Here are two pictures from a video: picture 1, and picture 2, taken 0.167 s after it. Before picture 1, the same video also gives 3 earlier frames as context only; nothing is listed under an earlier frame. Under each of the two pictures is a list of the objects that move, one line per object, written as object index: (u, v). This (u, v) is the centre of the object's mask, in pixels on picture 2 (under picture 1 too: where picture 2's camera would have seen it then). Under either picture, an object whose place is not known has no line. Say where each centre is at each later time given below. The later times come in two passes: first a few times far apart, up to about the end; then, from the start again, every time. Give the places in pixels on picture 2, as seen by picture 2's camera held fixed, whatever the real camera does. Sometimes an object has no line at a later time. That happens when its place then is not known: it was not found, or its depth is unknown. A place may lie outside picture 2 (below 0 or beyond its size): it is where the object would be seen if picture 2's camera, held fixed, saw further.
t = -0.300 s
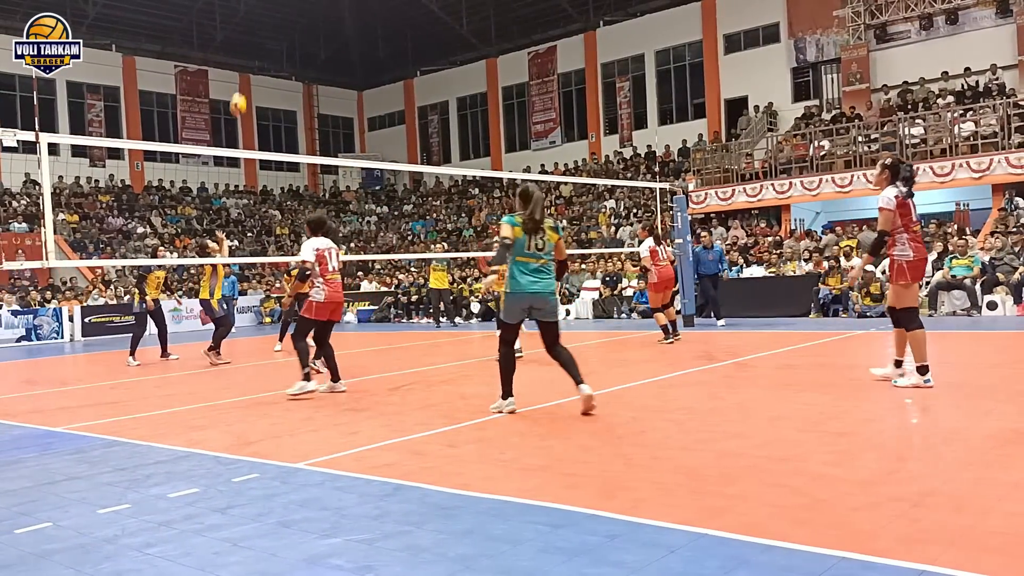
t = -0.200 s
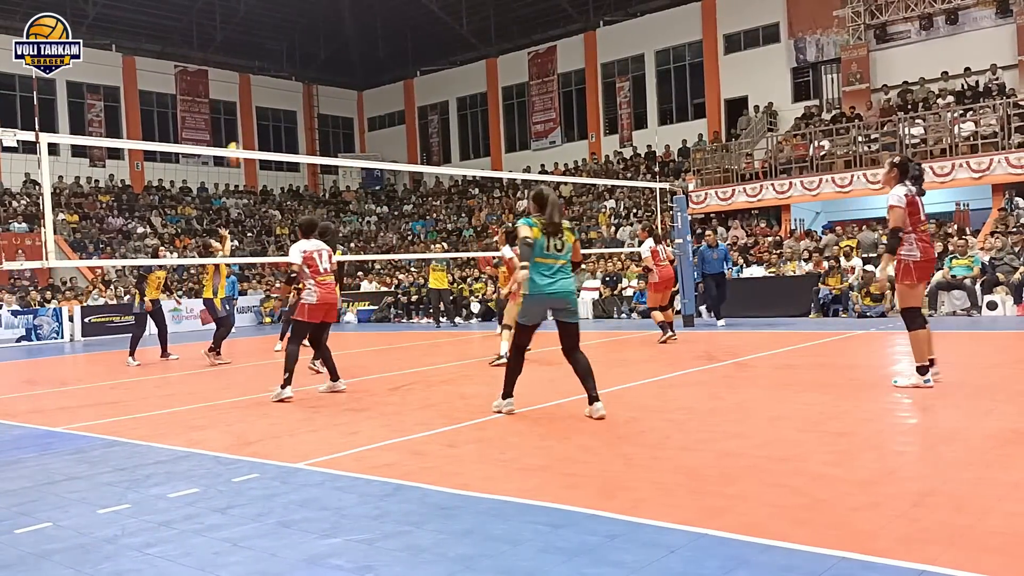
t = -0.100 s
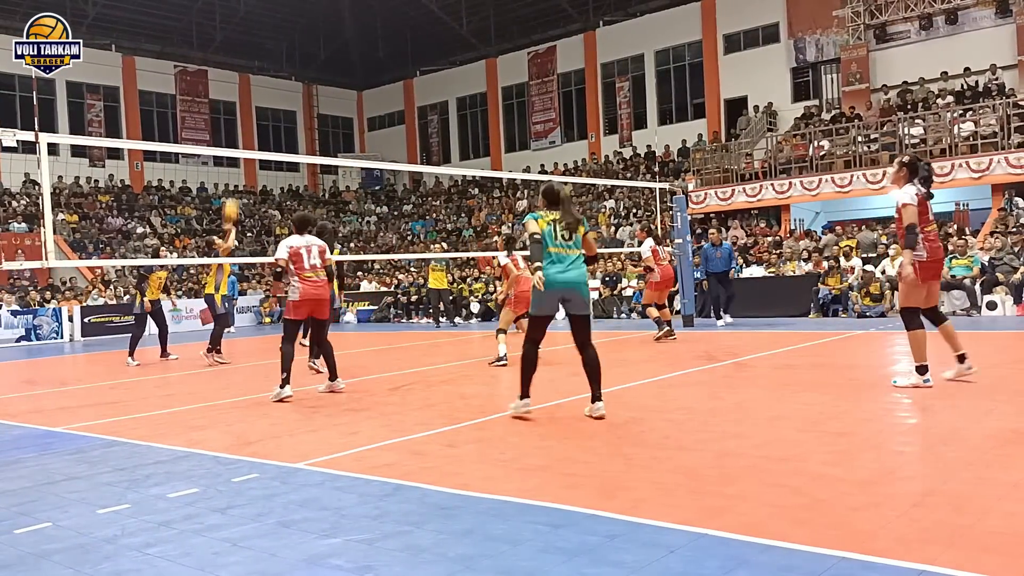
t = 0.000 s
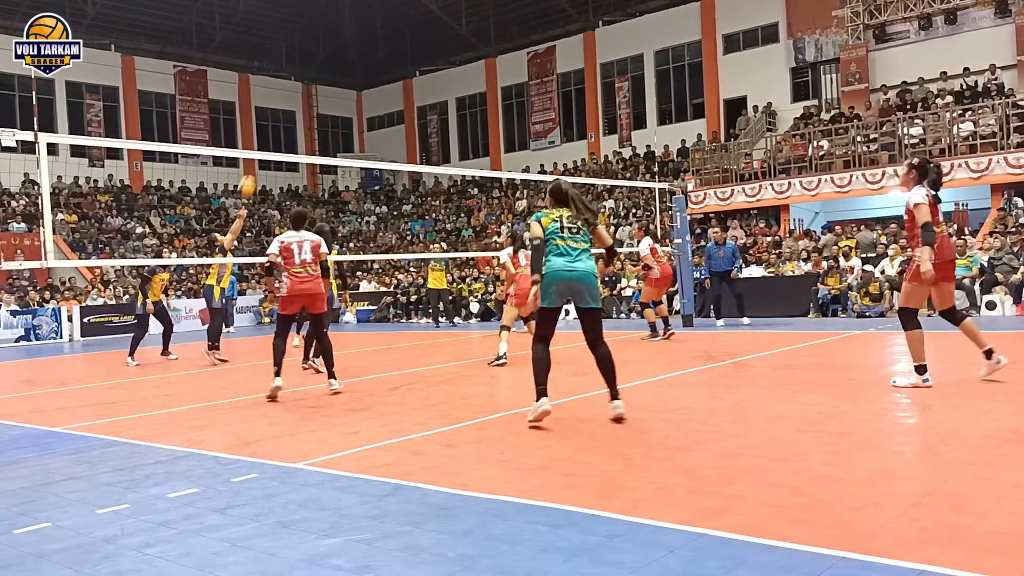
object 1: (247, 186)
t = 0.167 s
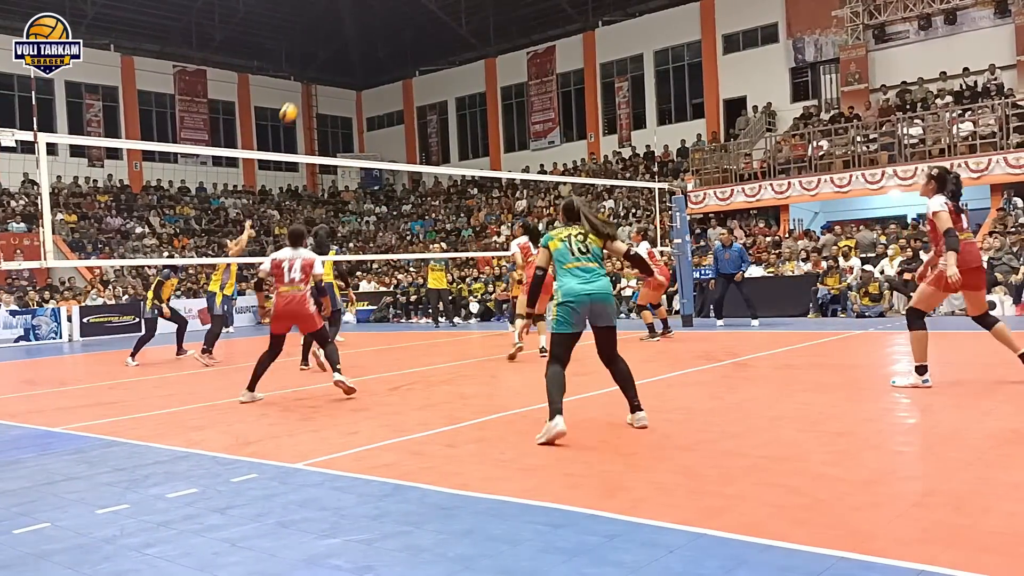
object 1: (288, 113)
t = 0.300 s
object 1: (321, 70)
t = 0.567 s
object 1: (384, 26)
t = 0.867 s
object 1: (453, 38)
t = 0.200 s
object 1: (297, 100)
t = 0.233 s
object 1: (306, 89)
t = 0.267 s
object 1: (313, 79)
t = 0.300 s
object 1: (321, 70)
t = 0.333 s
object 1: (329, 62)
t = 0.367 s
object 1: (337, 54)
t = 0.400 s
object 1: (345, 48)
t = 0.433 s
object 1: (353, 42)
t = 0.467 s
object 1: (361, 37)
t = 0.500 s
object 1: (369, 32)
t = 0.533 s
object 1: (376, 29)
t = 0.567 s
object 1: (384, 26)
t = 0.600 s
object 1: (392, 24)
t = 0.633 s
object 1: (400, 23)
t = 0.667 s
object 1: (407, 23)
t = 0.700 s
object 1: (415, 24)
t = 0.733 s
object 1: (423, 25)
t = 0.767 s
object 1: (430, 27)
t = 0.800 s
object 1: (438, 30)
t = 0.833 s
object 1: (446, 34)
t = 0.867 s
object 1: (453, 38)
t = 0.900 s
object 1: (460, 43)
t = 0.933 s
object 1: (468, 50)
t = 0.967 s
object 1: (475, 55)
